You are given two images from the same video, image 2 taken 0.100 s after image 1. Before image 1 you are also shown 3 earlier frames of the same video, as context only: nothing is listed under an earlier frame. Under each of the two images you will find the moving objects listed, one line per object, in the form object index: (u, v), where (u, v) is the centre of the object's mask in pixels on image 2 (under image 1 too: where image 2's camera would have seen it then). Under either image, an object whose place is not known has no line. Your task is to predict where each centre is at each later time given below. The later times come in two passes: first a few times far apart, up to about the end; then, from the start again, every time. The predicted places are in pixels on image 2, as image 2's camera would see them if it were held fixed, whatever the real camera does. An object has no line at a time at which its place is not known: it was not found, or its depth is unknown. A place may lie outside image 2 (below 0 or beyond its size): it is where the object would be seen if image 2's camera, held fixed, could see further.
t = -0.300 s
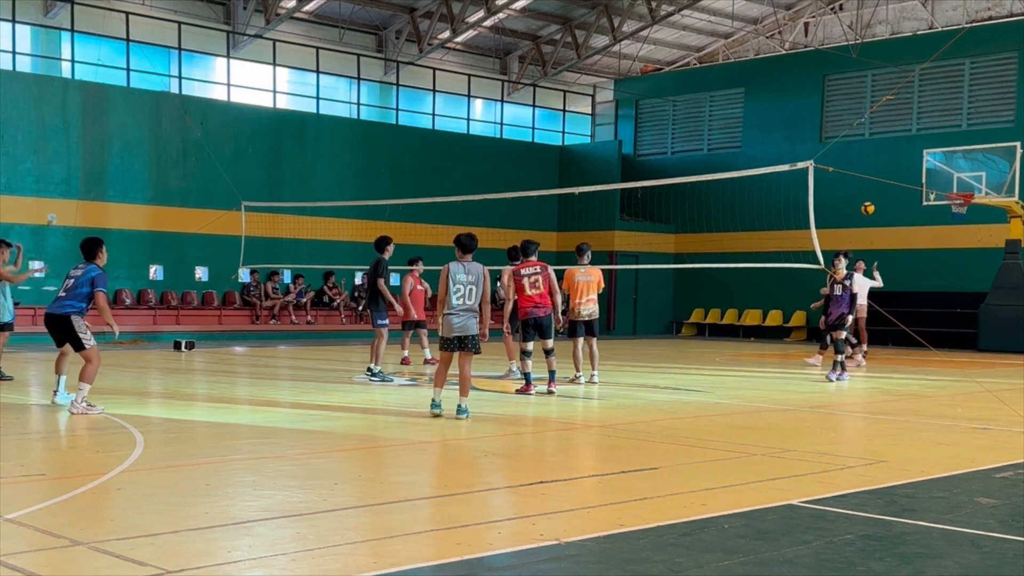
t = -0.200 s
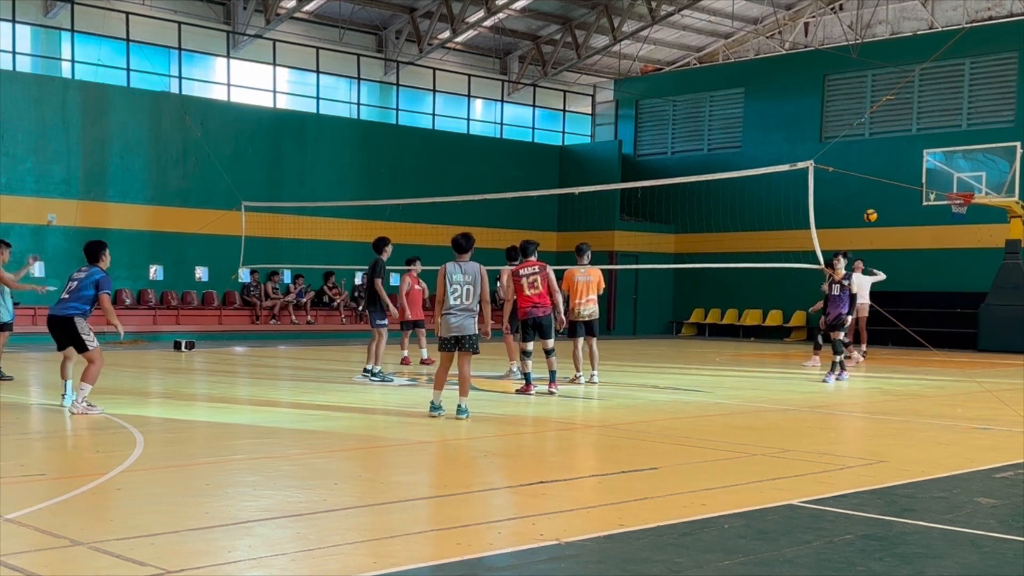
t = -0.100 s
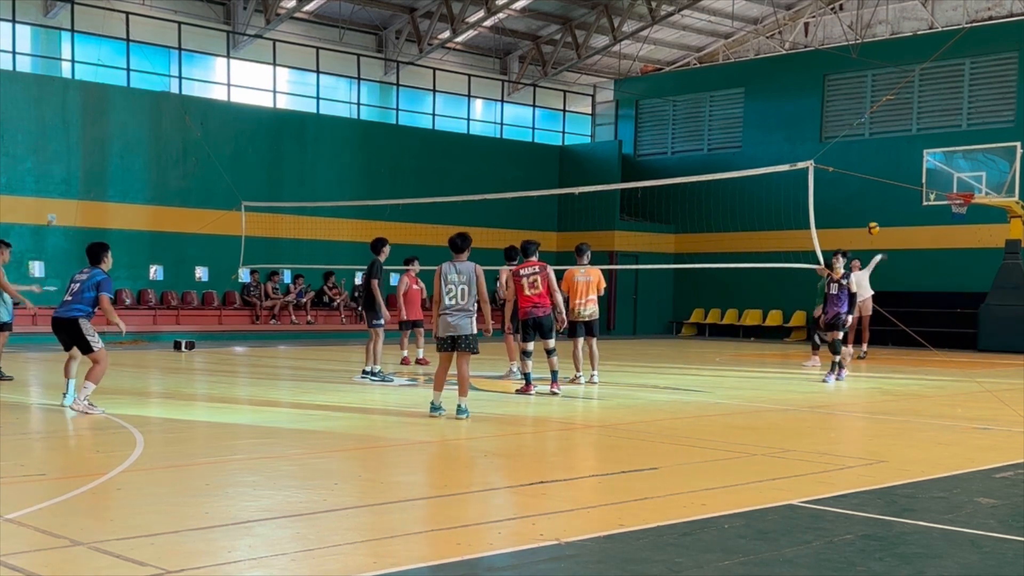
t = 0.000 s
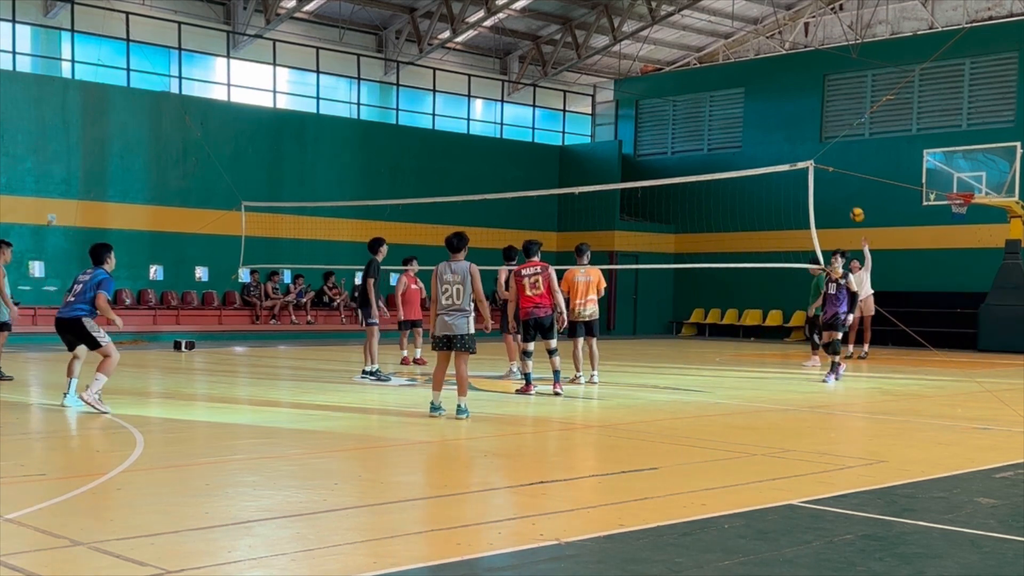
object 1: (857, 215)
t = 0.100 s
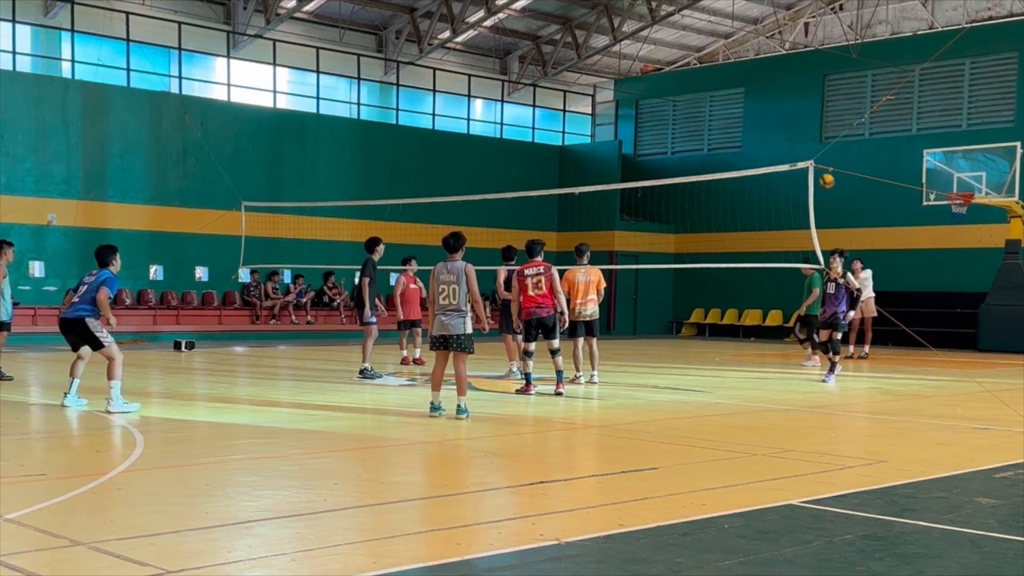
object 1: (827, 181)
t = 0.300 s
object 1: (761, 127)
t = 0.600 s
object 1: (638, 99)
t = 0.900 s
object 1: (486, 139)
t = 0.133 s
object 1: (818, 171)
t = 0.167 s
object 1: (805, 158)
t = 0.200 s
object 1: (794, 150)
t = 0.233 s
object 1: (784, 141)
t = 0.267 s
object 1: (772, 133)
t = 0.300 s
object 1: (761, 127)
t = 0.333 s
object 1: (749, 120)
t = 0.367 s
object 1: (736, 115)
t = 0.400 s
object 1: (723, 110)
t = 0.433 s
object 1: (711, 106)
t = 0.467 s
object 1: (697, 103)
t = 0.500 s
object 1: (683, 101)
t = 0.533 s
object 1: (668, 100)
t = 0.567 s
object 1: (653, 99)
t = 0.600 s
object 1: (638, 99)
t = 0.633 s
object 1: (623, 100)
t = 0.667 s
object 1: (607, 102)
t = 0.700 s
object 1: (590, 105)
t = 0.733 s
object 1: (574, 108)
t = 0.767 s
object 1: (557, 112)
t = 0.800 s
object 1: (540, 117)
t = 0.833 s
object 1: (522, 123)
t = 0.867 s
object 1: (504, 131)
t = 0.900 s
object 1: (486, 139)
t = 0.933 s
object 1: (468, 147)
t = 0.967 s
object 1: (449, 157)
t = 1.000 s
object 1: (431, 168)
